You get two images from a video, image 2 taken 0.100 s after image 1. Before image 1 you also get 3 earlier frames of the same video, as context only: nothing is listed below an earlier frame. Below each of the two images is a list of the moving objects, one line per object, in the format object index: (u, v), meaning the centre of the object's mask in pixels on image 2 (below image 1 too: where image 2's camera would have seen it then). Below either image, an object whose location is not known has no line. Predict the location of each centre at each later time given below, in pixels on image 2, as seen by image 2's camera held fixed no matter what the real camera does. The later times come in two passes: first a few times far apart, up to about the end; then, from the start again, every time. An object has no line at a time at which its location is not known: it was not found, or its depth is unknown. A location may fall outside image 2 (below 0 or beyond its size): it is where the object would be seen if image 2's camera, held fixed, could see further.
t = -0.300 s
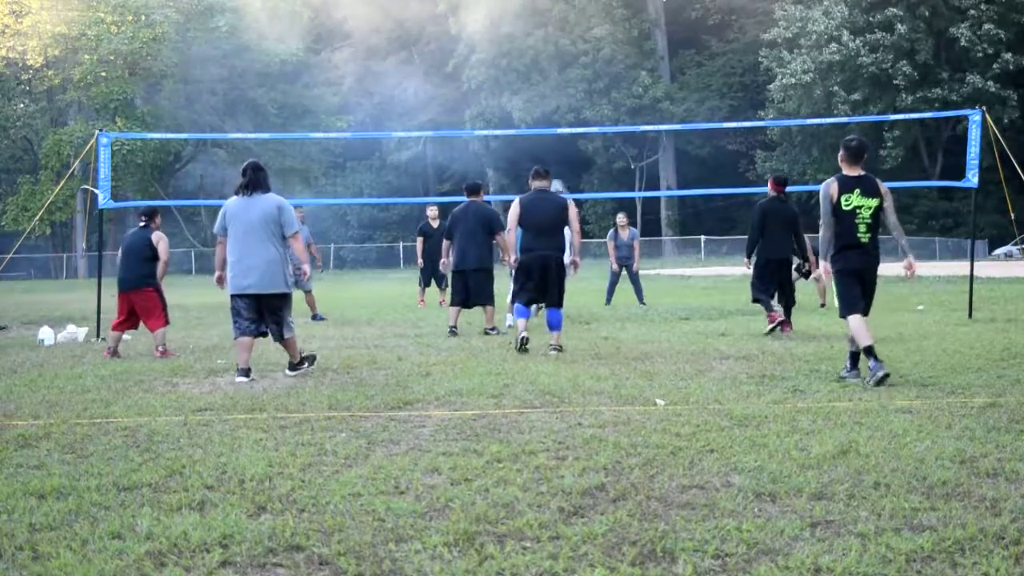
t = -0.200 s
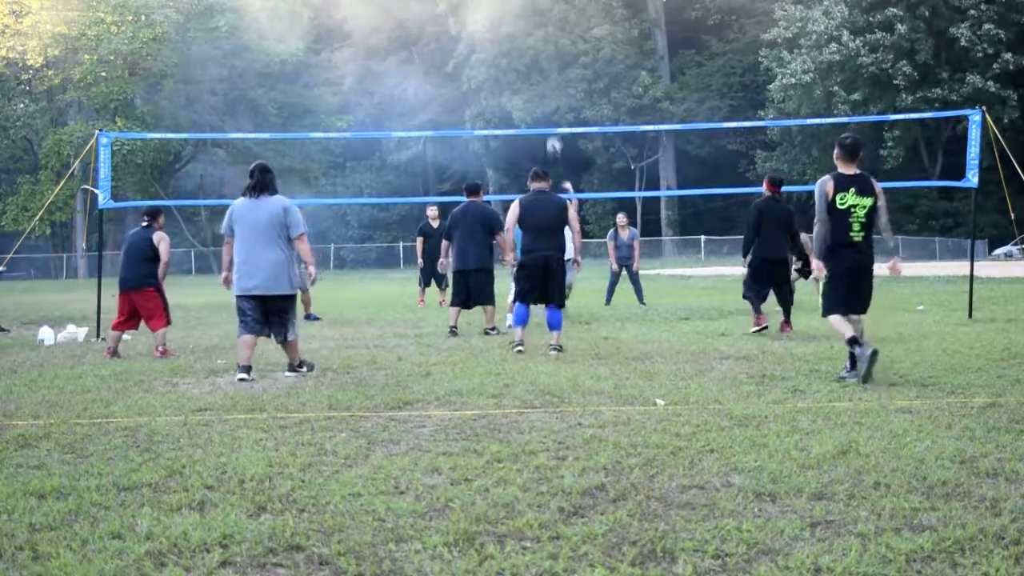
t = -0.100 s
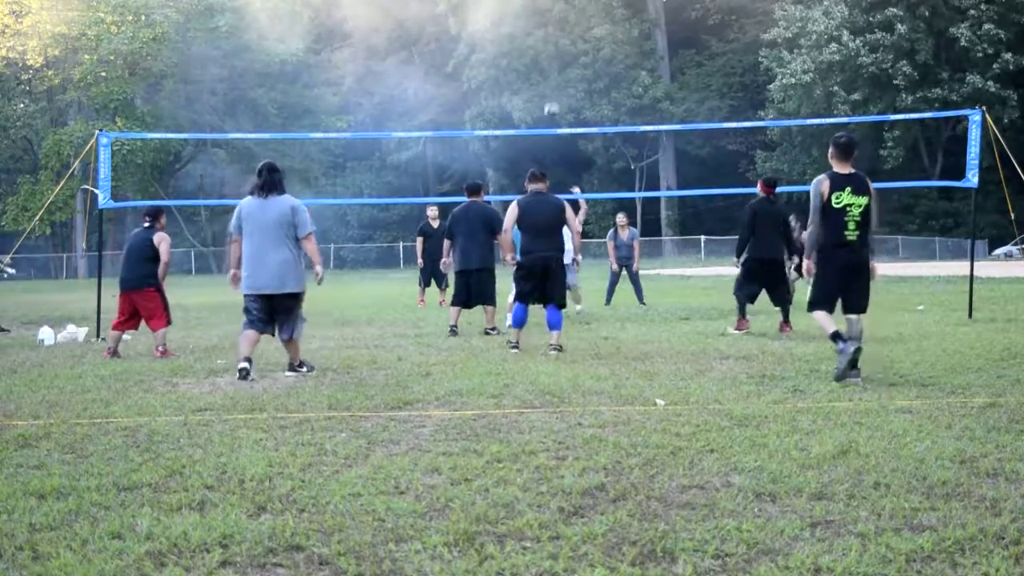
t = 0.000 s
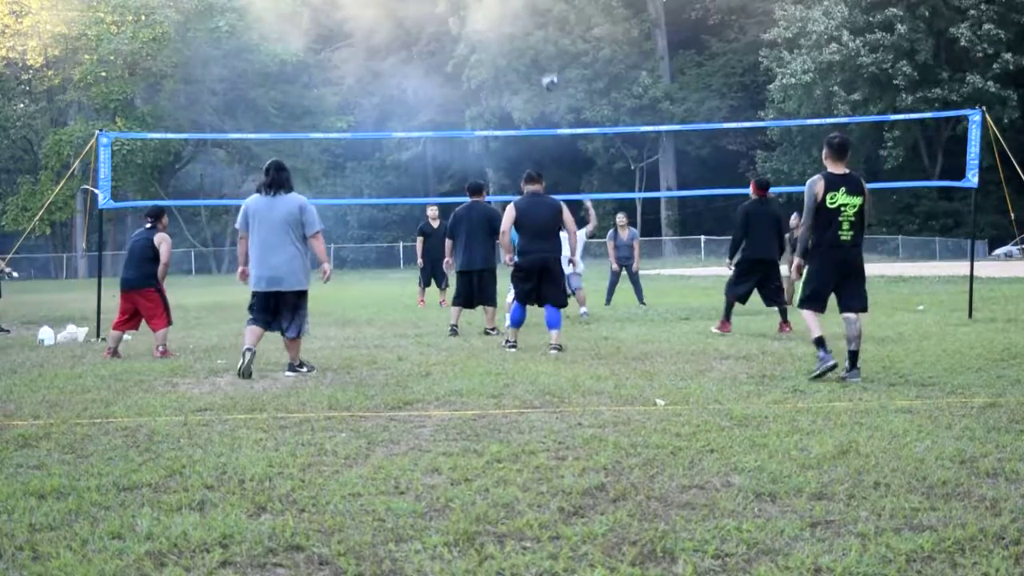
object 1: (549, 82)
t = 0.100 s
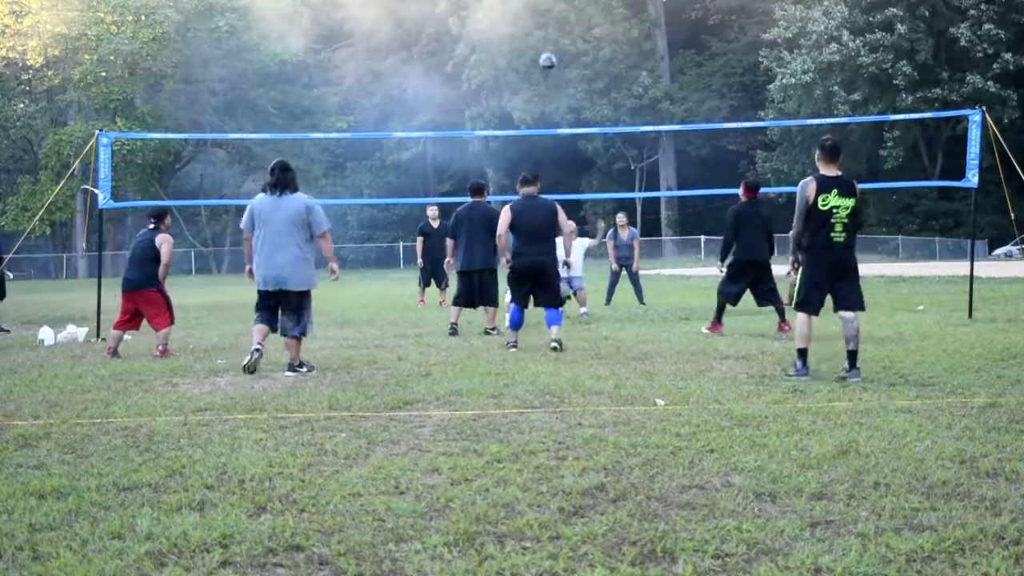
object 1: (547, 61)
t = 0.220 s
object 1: (545, 44)
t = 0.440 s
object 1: (542, 44)
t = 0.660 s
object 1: (538, 80)
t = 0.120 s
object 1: (547, 57)
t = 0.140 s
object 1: (546, 54)
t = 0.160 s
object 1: (545, 51)
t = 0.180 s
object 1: (545, 48)
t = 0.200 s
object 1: (545, 46)
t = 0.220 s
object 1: (545, 44)
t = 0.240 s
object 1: (544, 43)
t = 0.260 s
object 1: (544, 42)
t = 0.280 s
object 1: (544, 41)
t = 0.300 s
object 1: (543, 41)
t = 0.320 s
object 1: (543, 40)
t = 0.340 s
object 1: (543, 40)
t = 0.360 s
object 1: (543, 40)
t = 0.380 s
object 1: (542, 41)
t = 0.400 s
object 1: (543, 41)
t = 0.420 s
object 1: (542, 43)
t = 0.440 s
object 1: (542, 44)
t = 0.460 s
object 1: (541, 46)
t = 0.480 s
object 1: (541, 48)
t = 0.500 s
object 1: (541, 50)
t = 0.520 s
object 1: (540, 53)
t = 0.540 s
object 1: (539, 55)
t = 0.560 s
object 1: (539, 59)
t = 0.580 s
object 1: (539, 63)
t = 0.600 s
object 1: (539, 67)
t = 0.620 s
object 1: (539, 71)
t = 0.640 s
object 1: (538, 75)
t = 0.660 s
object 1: (538, 80)
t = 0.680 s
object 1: (537, 86)
